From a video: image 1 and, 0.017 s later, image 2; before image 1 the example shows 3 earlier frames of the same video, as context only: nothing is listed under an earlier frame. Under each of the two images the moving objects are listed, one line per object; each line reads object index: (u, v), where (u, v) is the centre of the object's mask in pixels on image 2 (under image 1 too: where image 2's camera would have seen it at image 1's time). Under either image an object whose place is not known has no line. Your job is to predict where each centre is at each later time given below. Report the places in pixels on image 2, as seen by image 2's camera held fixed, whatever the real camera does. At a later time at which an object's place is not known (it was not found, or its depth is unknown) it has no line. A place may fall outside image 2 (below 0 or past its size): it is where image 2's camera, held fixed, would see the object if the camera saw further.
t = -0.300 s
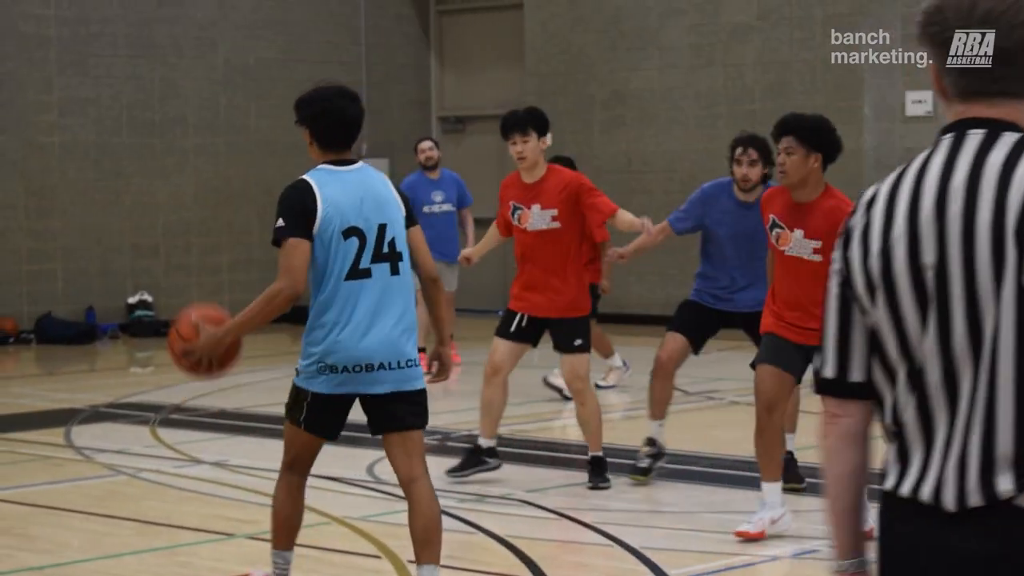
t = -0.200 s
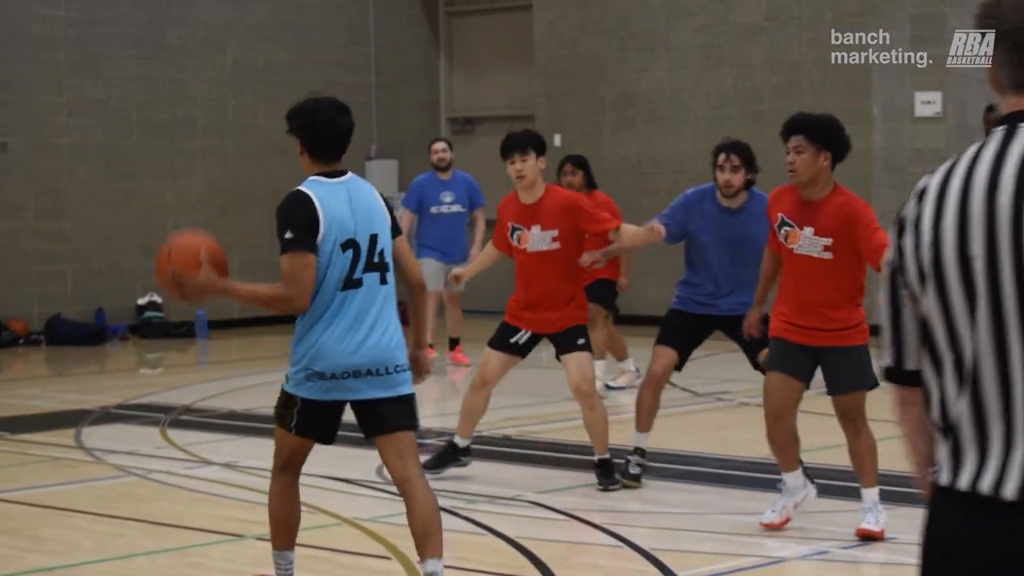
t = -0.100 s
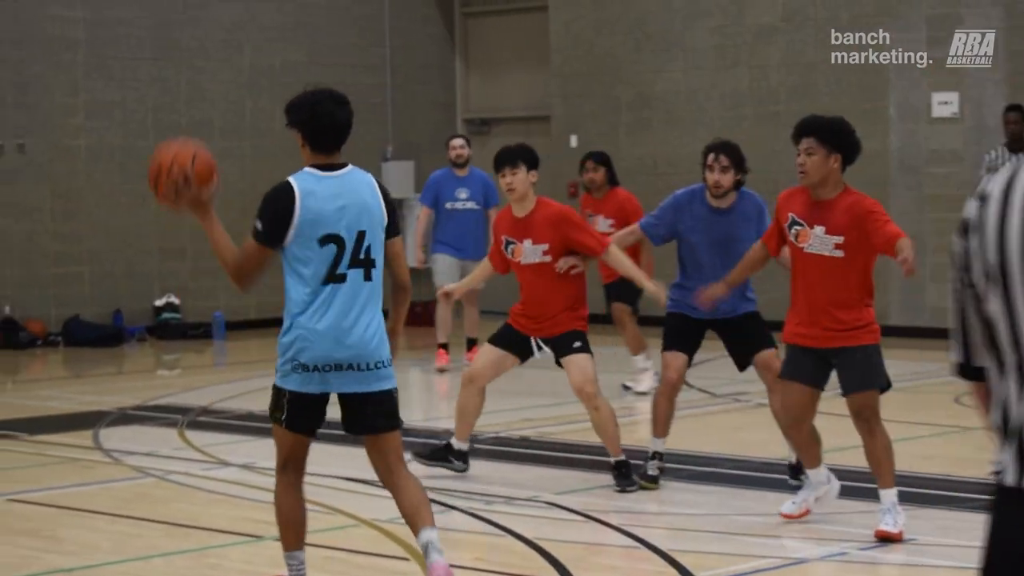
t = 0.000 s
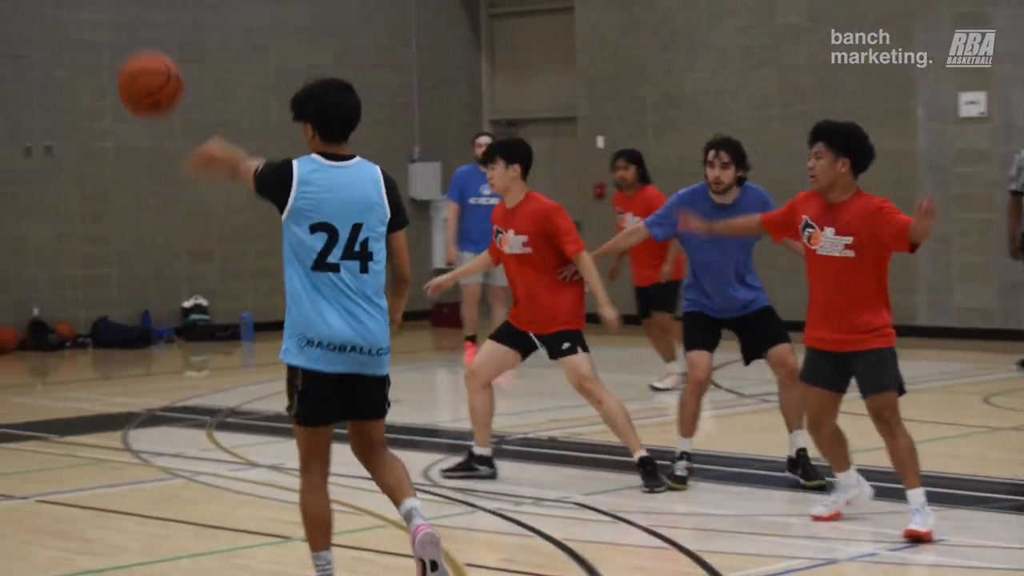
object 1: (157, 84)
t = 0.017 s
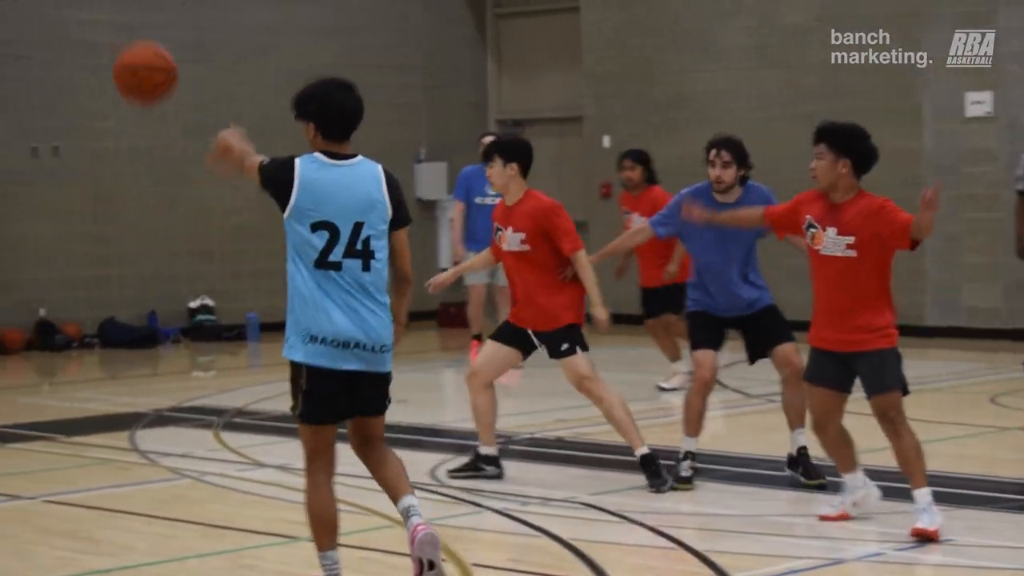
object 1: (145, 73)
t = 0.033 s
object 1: (134, 62)
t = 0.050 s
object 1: (125, 51)
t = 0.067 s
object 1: (117, 43)
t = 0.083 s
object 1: (109, 36)
